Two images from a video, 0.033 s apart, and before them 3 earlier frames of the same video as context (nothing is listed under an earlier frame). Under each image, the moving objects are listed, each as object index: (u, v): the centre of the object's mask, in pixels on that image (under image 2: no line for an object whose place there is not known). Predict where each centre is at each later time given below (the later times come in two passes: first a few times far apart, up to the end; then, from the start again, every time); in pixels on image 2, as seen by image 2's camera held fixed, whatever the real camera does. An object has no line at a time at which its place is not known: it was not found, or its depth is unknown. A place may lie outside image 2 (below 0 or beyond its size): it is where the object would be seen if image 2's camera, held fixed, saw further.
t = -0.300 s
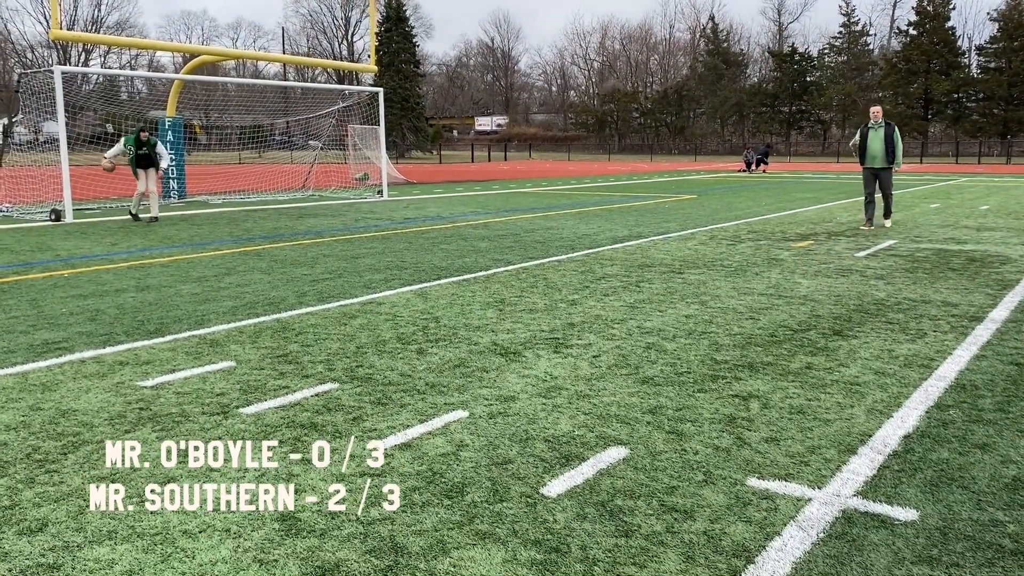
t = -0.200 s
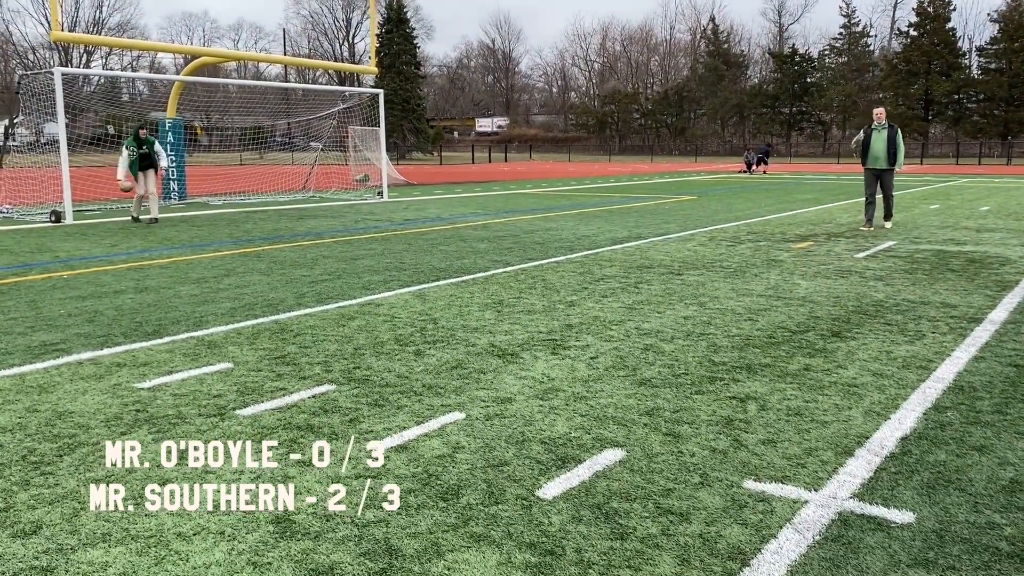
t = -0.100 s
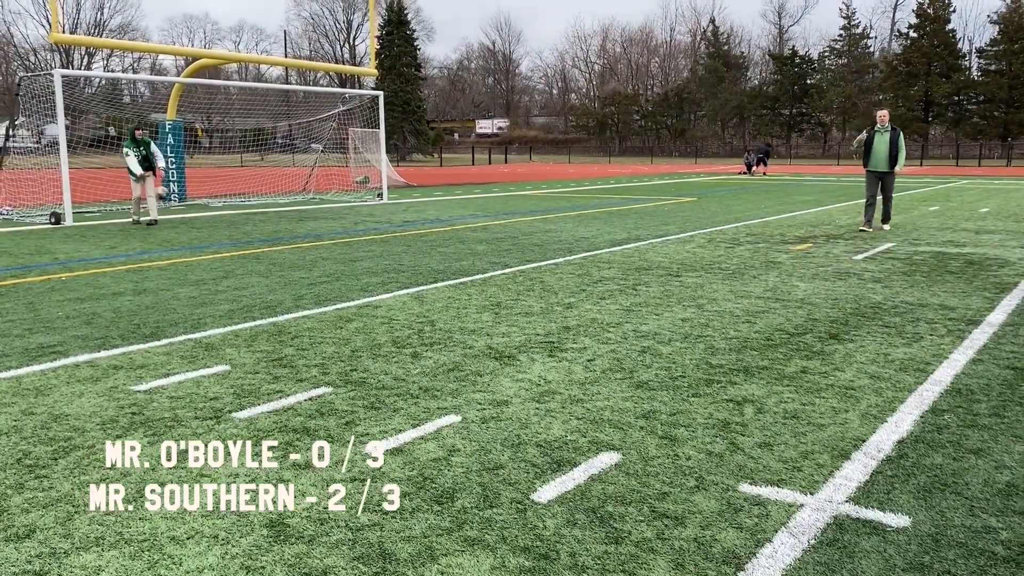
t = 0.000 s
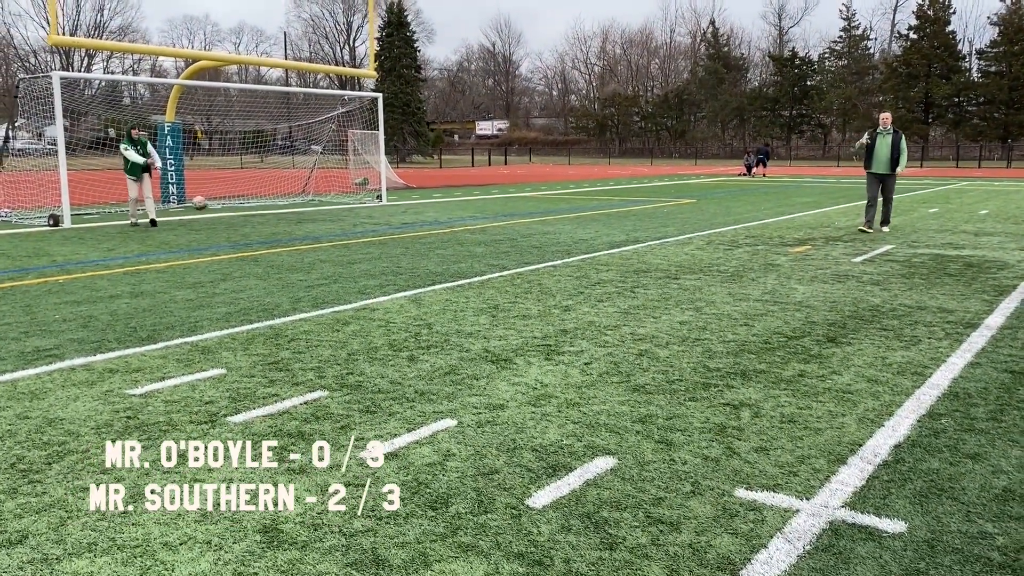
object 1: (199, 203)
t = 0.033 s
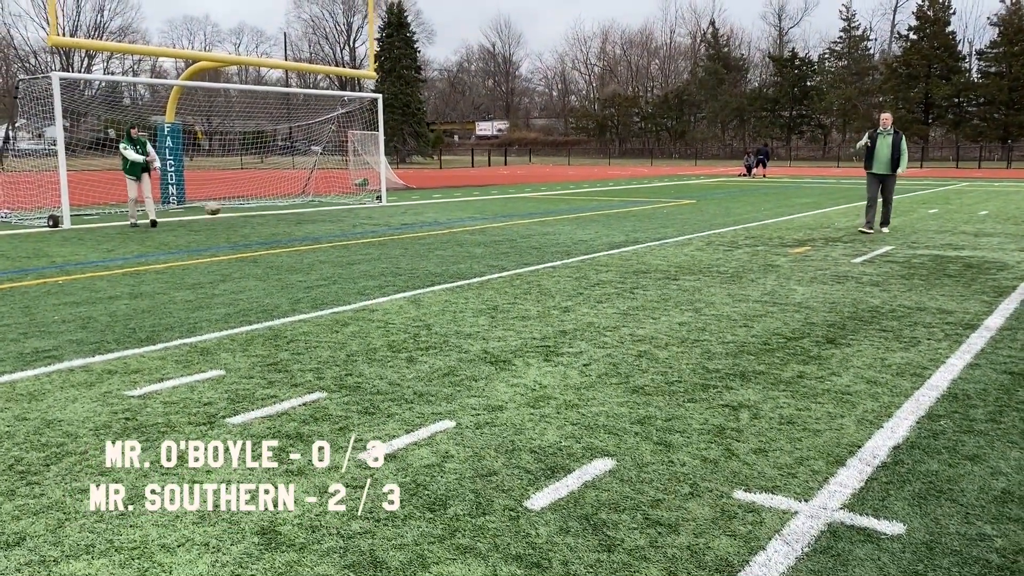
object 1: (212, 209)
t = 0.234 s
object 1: (286, 221)
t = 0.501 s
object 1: (365, 218)
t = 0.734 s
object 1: (440, 232)
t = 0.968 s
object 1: (519, 240)
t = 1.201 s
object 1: (601, 244)
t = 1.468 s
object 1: (698, 248)
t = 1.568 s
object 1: (734, 249)
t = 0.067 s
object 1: (226, 213)
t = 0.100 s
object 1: (240, 220)
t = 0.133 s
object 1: (254, 226)
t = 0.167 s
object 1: (267, 229)
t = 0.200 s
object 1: (276, 225)
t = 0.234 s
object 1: (286, 221)
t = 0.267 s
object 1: (295, 218)
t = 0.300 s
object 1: (304, 216)
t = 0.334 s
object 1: (315, 215)
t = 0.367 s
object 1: (325, 214)
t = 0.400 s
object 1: (335, 214)
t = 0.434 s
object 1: (344, 215)
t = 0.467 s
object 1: (355, 216)
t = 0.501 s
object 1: (365, 218)
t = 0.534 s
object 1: (375, 221)
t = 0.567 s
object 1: (387, 224)
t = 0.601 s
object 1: (397, 229)
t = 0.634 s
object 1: (408, 234)
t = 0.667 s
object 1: (419, 236)
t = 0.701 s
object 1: (429, 233)
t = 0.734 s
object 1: (440, 232)
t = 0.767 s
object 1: (451, 231)
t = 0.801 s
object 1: (462, 231)
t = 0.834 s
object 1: (474, 232)
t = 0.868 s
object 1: (485, 233)
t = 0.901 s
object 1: (497, 235)
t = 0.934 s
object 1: (508, 238)
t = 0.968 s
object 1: (519, 240)
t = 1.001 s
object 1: (531, 239)
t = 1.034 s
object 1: (542, 237)
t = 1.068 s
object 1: (554, 237)
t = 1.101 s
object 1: (566, 238)
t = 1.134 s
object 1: (577, 239)
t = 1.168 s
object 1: (589, 241)
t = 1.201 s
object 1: (601, 244)
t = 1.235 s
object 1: (613, 243)
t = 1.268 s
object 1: (625, 243)
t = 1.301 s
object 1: (637, 244)
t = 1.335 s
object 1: (649, 246)
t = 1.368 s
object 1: (661, 247)
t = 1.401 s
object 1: (673, 247)
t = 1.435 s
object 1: (686, 247)
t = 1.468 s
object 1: (698, 248)
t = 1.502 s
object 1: (710, 249)
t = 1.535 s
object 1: (721, 249)
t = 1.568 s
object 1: (734, 249)
